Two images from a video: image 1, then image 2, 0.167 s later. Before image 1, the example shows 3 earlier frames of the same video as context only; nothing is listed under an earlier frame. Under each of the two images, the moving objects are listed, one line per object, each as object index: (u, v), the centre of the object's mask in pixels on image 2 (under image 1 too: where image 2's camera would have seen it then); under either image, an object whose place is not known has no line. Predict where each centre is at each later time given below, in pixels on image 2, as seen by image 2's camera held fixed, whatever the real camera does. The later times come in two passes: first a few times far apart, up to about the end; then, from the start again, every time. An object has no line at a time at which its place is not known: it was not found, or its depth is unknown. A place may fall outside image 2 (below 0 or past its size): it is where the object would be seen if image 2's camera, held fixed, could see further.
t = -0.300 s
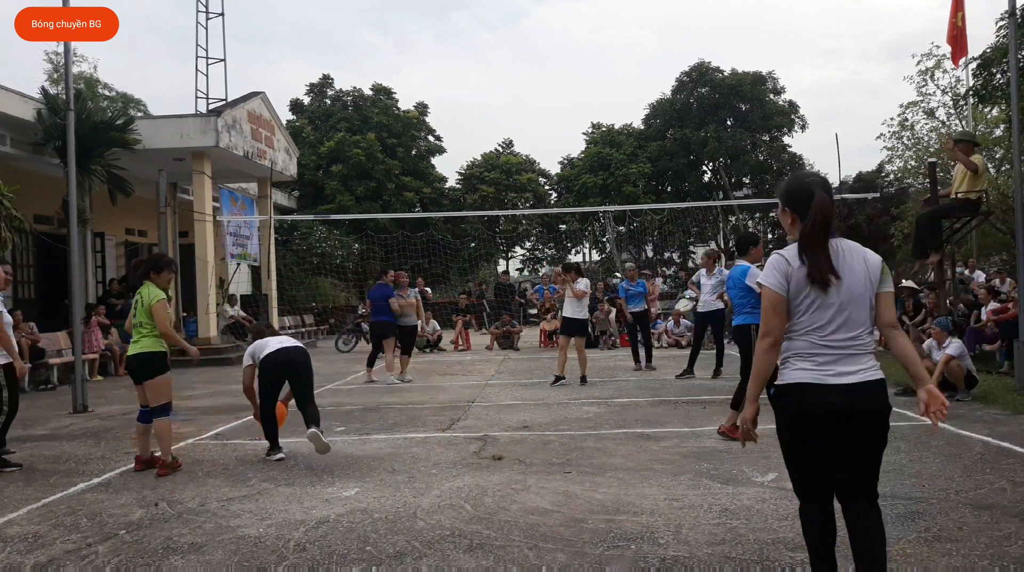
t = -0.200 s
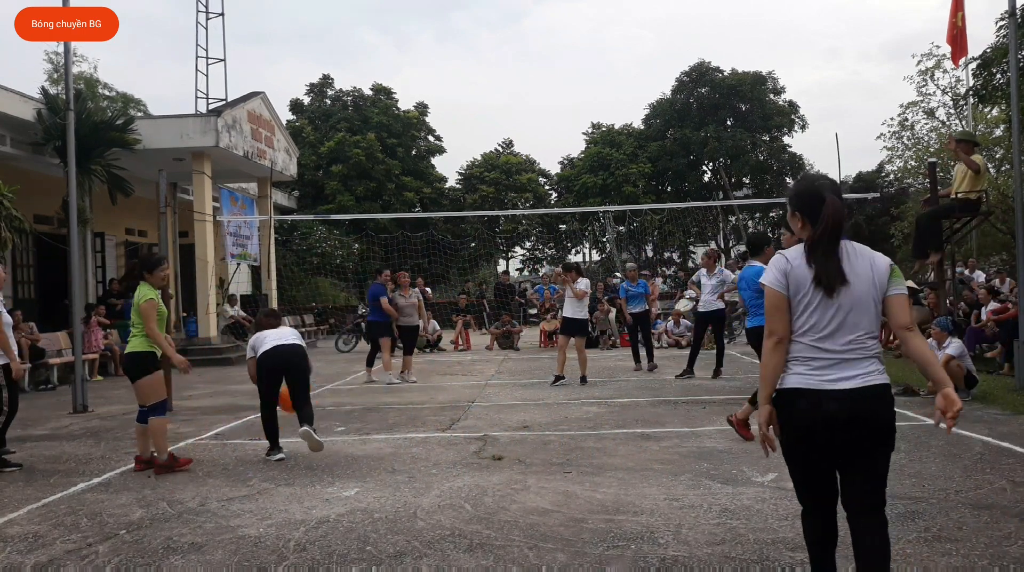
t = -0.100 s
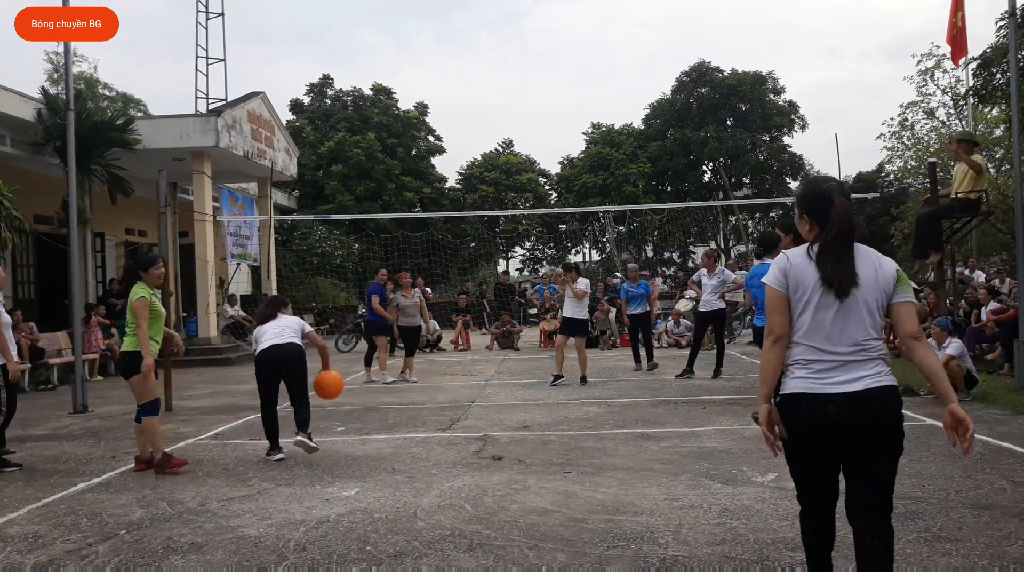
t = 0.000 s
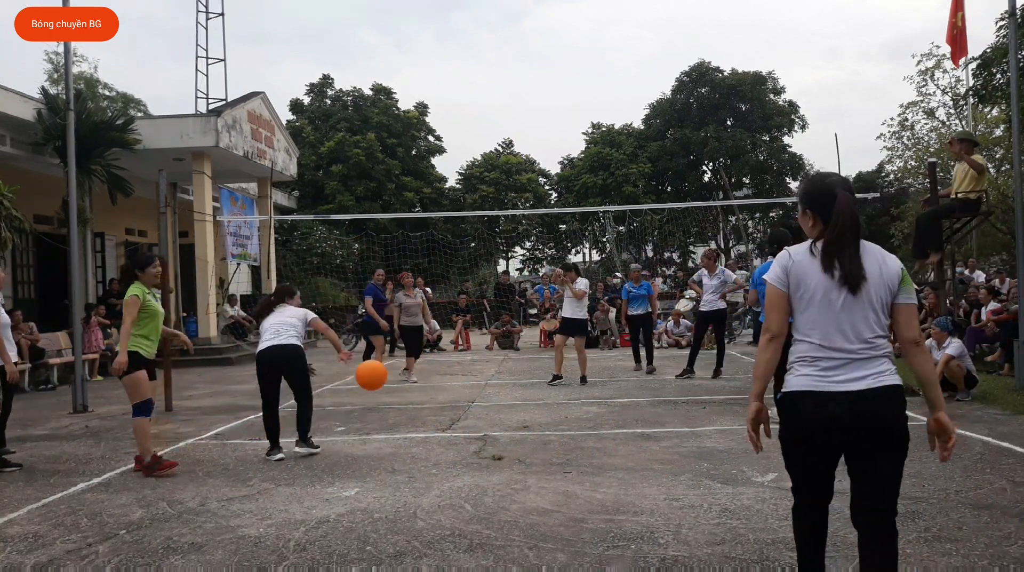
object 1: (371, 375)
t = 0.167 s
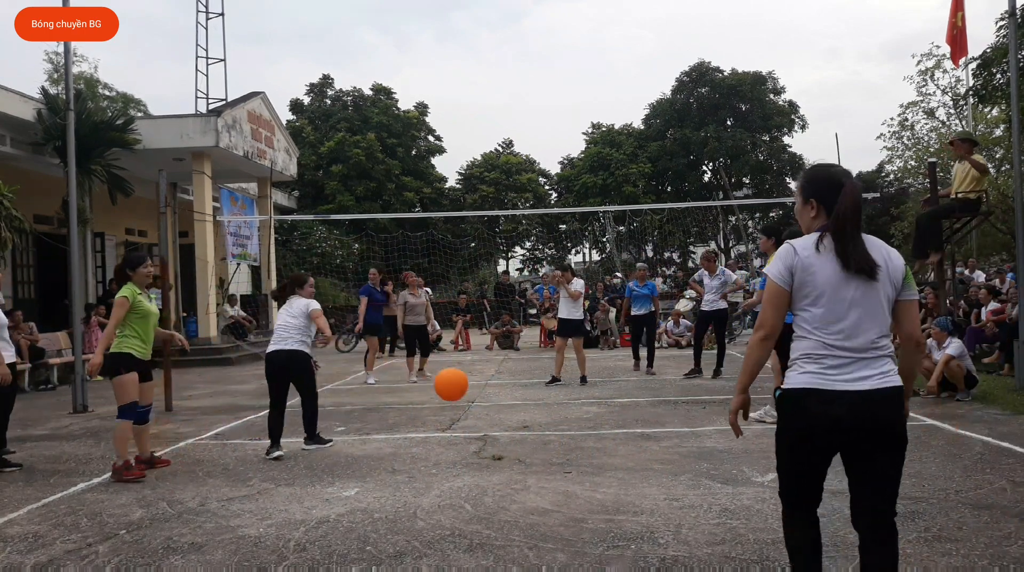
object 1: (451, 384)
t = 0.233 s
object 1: (486, 399)
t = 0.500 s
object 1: (619, 429)
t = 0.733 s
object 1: (715, 399)
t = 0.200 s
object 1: (468, 391)
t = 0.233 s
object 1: (486, 399)
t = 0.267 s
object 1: (504, 410)
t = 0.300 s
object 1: (524, 422)
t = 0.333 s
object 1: (543, 437)
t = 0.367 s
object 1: (564, 454)
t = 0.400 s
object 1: (582, 468)
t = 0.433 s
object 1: (594, 453)
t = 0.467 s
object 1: (606, 440)
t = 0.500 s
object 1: (619, 429)
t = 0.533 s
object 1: (632, 420)
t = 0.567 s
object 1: (645, 413)
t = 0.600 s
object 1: (658, 407)
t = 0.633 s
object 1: (671, 402)
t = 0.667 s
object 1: (685, 399)
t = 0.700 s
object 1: (699, 398)
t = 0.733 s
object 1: (715, 399)
